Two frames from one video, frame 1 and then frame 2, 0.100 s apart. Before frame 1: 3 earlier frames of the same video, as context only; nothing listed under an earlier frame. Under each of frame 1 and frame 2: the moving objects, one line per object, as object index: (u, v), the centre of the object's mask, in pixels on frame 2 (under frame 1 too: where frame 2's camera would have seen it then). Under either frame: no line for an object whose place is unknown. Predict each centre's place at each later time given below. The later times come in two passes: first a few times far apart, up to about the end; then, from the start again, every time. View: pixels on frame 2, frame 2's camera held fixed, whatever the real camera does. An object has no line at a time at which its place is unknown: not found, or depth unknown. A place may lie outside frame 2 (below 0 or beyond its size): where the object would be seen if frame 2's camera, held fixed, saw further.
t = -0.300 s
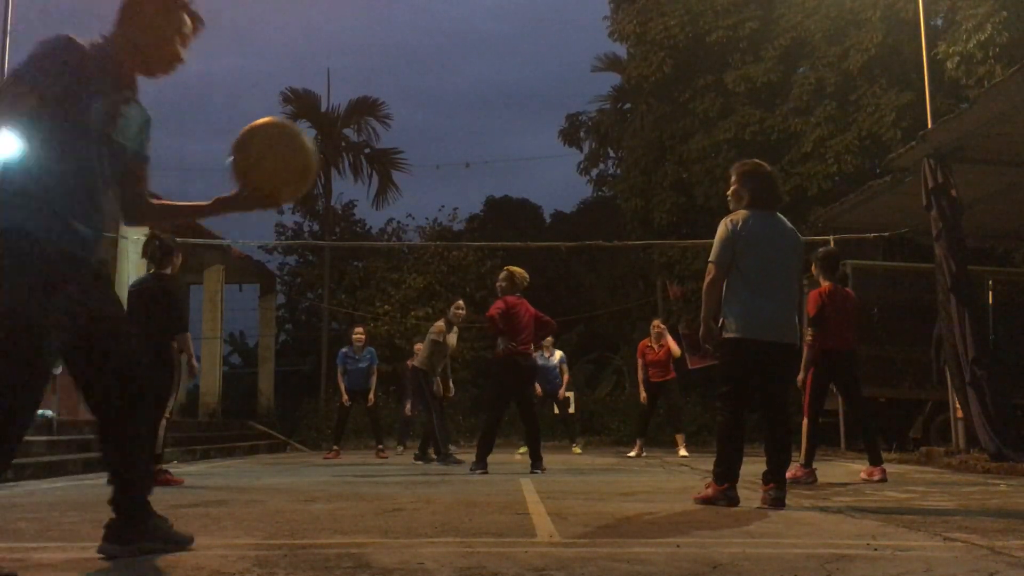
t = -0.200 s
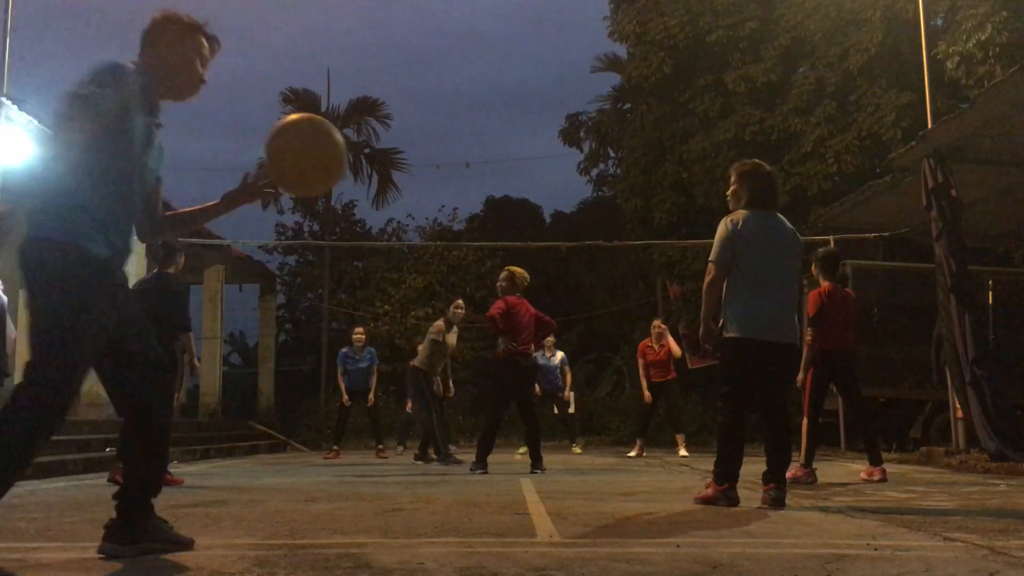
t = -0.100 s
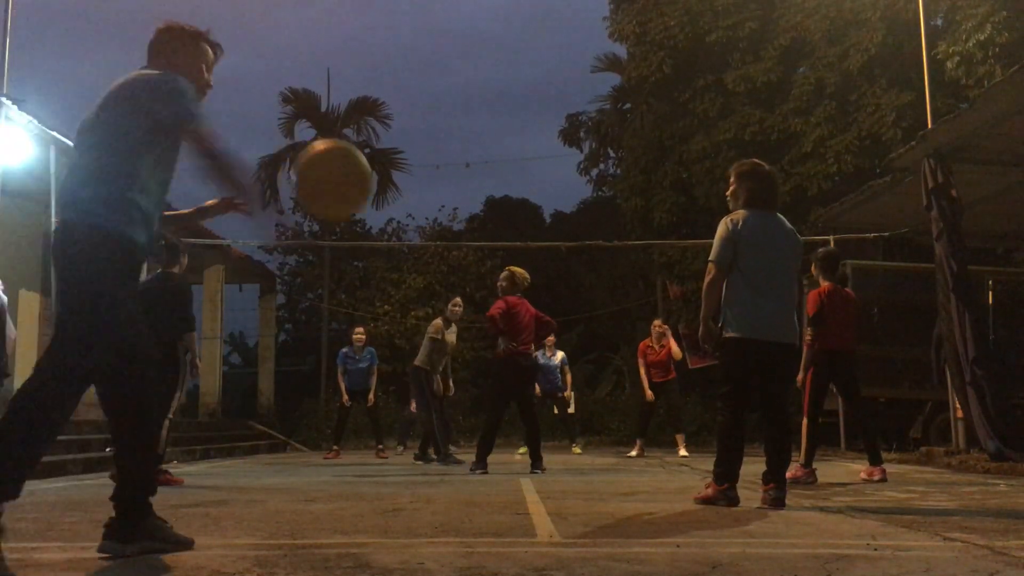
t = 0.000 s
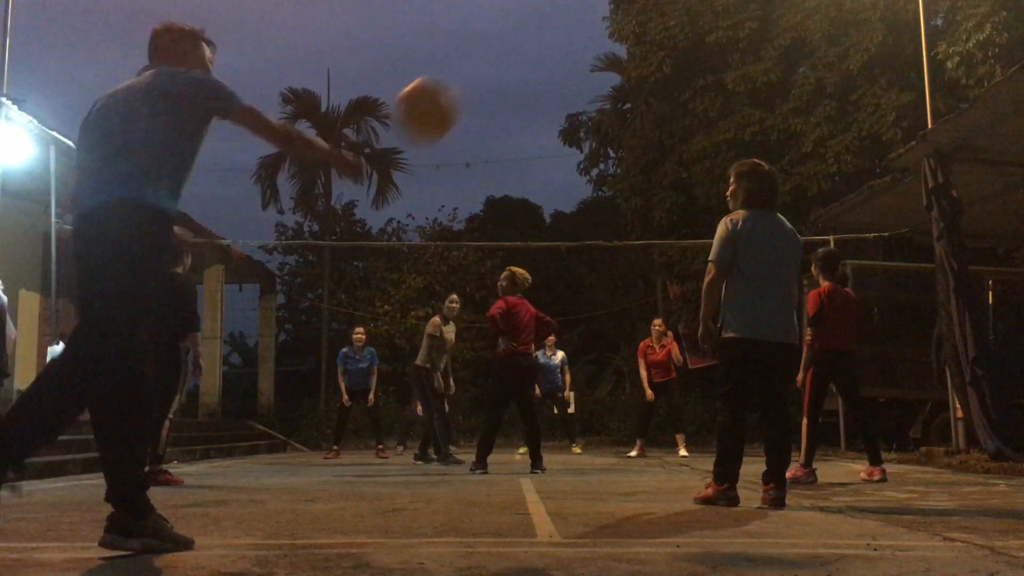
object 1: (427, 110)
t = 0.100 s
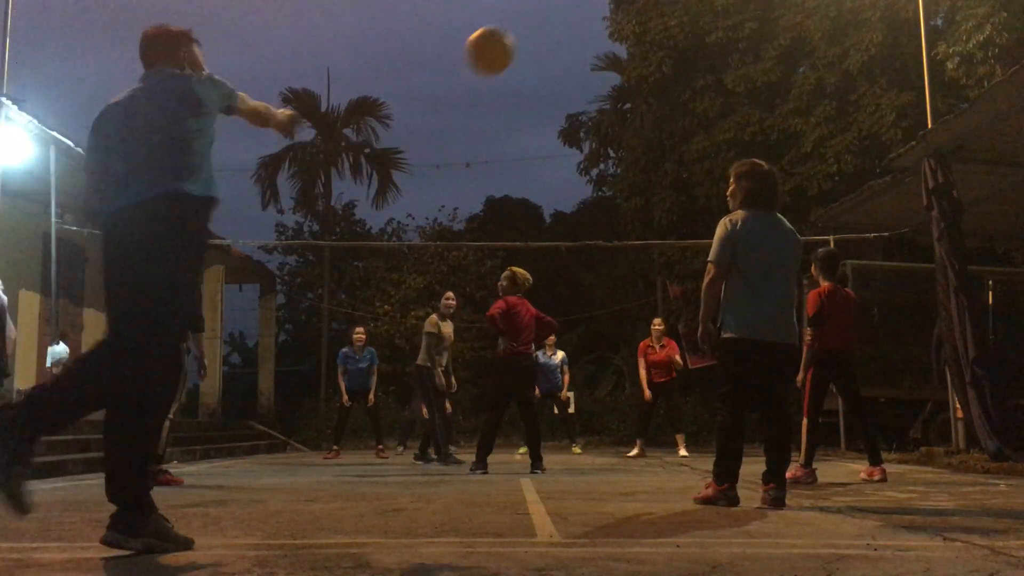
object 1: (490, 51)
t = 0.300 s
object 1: (549, 21)
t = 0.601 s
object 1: (585, 69)
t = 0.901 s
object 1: (604, 168)
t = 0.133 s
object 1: (504, 40)
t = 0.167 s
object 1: (516, 33)
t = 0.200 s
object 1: (526, 27)
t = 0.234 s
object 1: (535, 23)
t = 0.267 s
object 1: (542, 21)
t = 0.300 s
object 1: (549, 21)
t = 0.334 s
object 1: (555, 23)
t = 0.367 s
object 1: (560, 25)
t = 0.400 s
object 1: (565, 28)
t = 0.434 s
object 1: (569, 33)
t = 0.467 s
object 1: (573, 38)
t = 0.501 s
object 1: (576, 45)
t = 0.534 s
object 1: (579, 52)
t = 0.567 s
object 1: (582, 60)
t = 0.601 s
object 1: (585, 69)
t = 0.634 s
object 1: (587, 77)
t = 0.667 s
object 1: (590, 87)
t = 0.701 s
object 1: (592, 97)
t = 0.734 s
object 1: (594, 107)
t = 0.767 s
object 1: (597, 120)
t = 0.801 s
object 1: (598, 131)
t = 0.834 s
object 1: (600, 143)
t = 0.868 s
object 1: (602, 155)
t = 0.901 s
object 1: (604, 168)
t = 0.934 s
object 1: (606, 180)
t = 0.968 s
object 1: (607, 194)
